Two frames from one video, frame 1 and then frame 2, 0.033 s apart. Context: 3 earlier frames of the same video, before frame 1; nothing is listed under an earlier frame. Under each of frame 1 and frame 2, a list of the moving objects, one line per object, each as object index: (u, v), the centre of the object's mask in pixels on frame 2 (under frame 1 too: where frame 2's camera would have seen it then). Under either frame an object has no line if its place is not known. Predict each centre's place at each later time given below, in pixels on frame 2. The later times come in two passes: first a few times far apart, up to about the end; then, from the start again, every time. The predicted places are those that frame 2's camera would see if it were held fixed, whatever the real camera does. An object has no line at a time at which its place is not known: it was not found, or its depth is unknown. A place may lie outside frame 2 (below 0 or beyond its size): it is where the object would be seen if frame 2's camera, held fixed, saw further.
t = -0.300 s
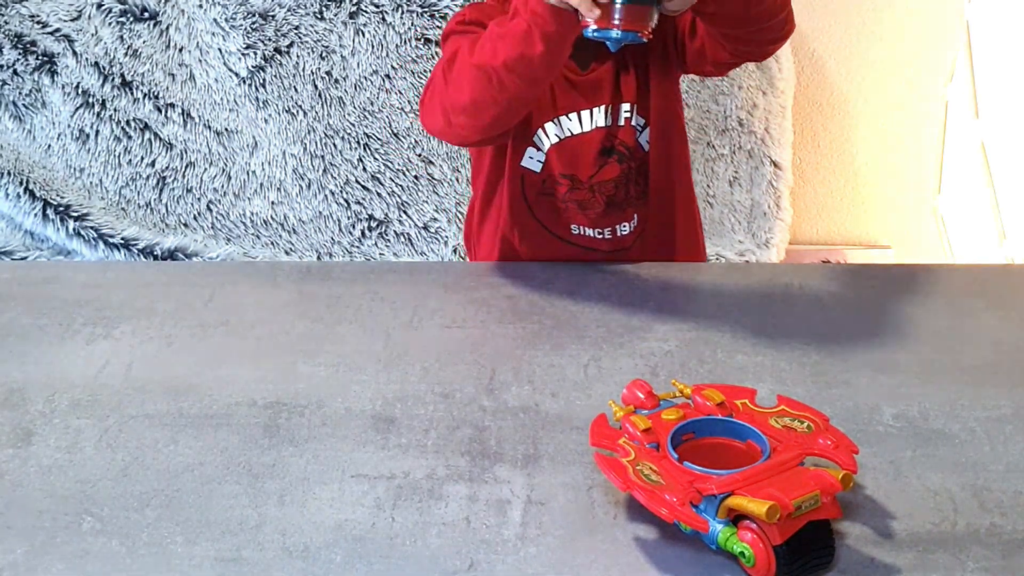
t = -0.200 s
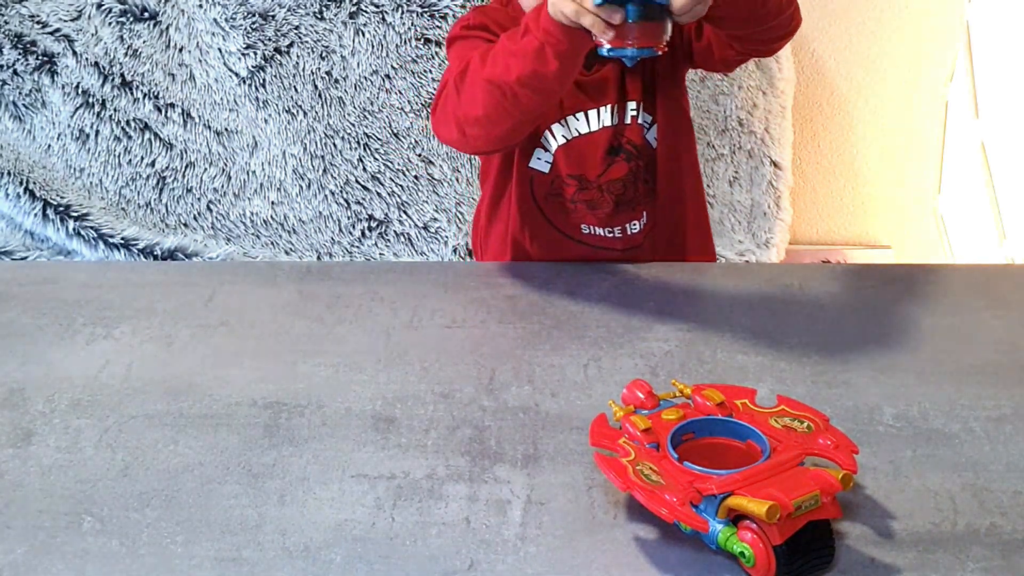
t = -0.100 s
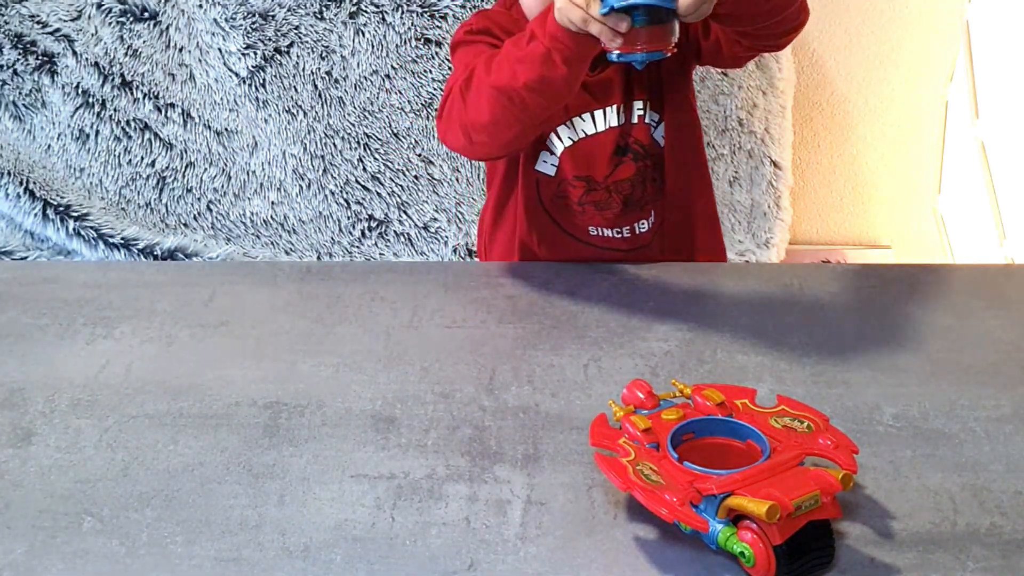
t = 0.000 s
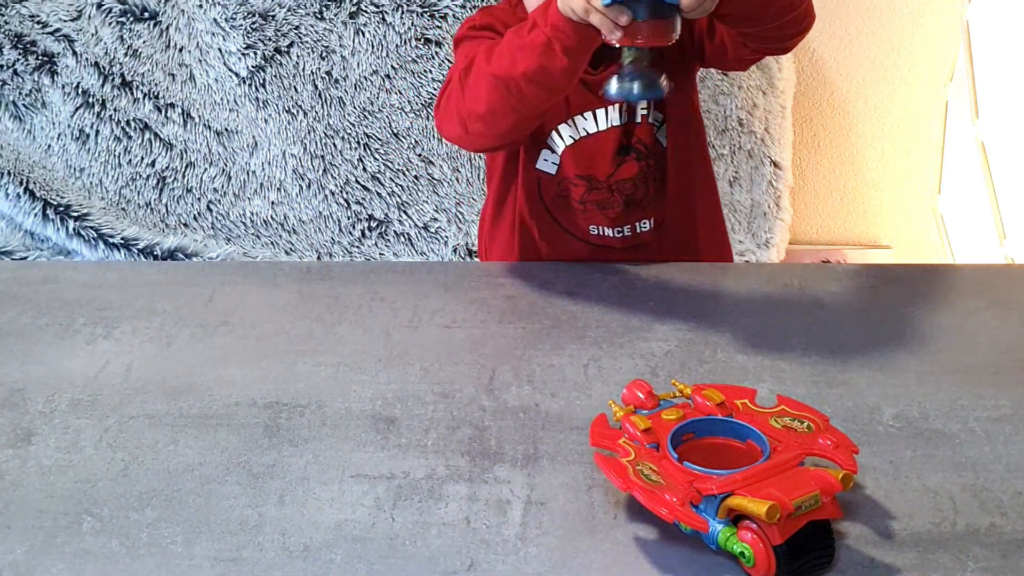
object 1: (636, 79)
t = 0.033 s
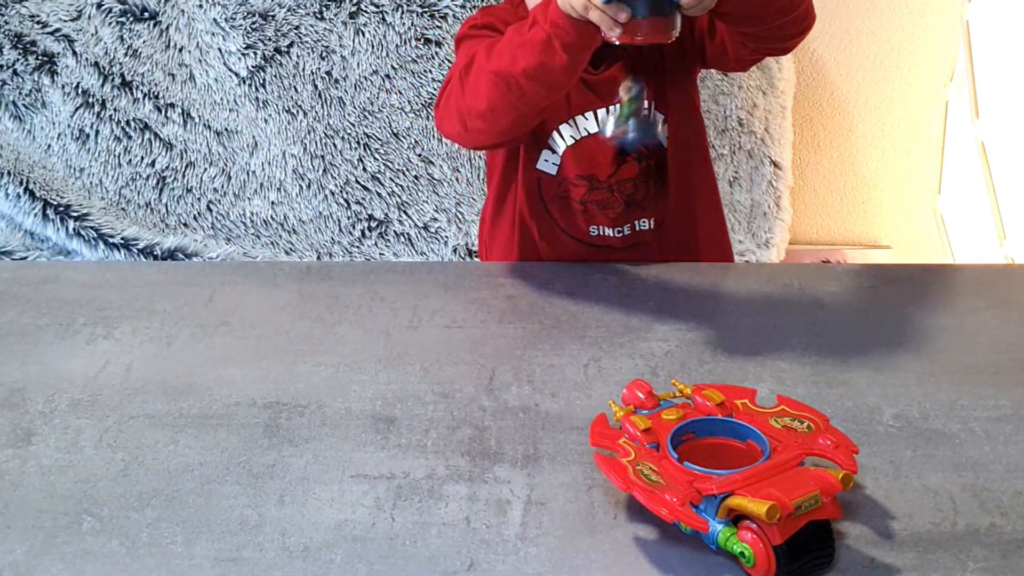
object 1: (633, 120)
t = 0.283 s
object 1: (606, 253)
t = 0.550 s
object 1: (569, 312)
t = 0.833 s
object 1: (544, 303)
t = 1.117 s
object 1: (523, 294)
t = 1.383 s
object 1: (519, 293)
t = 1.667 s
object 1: (517, 295)
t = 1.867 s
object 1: (519, 294)
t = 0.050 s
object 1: (630, 145)
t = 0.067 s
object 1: (627, 175)
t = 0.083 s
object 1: (623, 203)
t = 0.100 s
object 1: (622, 241)
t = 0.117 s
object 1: (618, 281)
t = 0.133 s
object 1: (615, 321)
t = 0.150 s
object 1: (613, 332)
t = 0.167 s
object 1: (616, 312)
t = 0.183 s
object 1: (613, 293)
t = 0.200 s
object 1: (612, 281)
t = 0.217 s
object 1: (611, 269)
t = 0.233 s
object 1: (608, 258)
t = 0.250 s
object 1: (609, 255)
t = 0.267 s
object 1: (606, 252)
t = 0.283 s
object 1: (606, 253)
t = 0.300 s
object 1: (603, 259)
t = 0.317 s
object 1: (603, 265)
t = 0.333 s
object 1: (601, 277)
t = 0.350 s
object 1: (598, 288)
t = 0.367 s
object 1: (593, 300)
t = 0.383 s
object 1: (595, 327)
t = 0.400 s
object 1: (592, 315)
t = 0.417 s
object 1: (591, 302)
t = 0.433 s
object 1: (588, 292)
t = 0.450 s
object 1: (586, 286)
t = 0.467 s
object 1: (583, 283)
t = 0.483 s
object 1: (580, 281)
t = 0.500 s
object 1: (577, 284)
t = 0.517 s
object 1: (574, 291)
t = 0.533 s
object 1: (572, 299)
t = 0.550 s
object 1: (569, 312)
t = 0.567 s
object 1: (567, 310)
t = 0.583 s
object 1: (566, 305)
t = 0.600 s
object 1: (566, 301)
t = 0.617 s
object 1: (563, 301)
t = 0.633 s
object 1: (562, 303)
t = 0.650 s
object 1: (561, 311)
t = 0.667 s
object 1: (559, 310)
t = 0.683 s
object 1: (560, 309)
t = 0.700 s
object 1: (558, 310)
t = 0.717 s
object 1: (557, 310)
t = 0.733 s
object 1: (555, 304)
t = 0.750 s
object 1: (554, 308)
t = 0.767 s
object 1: (554, 307)
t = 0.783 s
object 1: (551, 305)
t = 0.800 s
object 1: (550, 306)
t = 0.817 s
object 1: (548, 306)
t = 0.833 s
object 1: (544, 303)
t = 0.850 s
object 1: (543, 305)
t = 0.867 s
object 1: (541, 303)
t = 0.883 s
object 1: (540, 303)
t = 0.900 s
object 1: (537, 302)
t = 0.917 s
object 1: (534, 299)
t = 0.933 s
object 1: (533, 299)
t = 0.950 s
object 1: (531, 299)
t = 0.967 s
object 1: (530, 298)
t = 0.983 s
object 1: (528, 297)
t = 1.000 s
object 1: (528, 298)
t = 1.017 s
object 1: (526, 296)
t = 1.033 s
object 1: (526, 296)
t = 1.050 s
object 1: (525, 296)
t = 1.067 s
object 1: (524, 295)
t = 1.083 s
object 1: (524, 295)
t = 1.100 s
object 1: (524, 294)
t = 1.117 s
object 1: (523, 294)
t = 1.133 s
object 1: (523, 294)
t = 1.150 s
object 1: (523, 294)
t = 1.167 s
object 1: (523, 294)
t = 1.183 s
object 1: (523, 294)
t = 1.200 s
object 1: (522, 294)
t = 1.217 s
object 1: (523, 293)
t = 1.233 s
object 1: (522, 293)
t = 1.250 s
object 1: (522, 293)
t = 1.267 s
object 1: (521, 293)
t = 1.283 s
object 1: (521, 294)
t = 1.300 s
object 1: (521, 294)
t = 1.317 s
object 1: (521, 294)
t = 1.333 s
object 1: (520, 293)
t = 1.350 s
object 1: (520, 294)
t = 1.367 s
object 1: (519, 294)
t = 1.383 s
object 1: (519, 293)
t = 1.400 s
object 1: (519, 294)
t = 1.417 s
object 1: (519, 294)
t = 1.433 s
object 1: (518, 293)
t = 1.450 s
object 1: (518, 293)
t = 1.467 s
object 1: (518, 294)
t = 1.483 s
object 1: (518, 294)
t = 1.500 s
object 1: (517, 293)
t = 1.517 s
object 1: (517, 293)
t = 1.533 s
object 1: (517, 294)
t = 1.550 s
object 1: (516, 293)
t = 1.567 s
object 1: (517, 293)
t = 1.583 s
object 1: (517, 293)
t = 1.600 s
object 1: (517, 293)
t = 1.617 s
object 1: (517, 294)
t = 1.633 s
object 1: (516, 293)
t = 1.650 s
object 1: (517, 294)
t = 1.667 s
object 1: (517, 295)
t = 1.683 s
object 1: (517, 294)
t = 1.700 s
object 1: (517, 294)
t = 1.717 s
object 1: (517, 294)
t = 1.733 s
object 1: (517, 294)
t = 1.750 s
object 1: (517, 294)
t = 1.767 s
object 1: (518, 294)
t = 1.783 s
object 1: (518, 294)
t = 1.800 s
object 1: (518, 294)
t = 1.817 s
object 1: (519, 294)
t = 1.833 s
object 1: (519, 294)
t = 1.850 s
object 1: (520, 294)
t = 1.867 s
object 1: (519, 294)
